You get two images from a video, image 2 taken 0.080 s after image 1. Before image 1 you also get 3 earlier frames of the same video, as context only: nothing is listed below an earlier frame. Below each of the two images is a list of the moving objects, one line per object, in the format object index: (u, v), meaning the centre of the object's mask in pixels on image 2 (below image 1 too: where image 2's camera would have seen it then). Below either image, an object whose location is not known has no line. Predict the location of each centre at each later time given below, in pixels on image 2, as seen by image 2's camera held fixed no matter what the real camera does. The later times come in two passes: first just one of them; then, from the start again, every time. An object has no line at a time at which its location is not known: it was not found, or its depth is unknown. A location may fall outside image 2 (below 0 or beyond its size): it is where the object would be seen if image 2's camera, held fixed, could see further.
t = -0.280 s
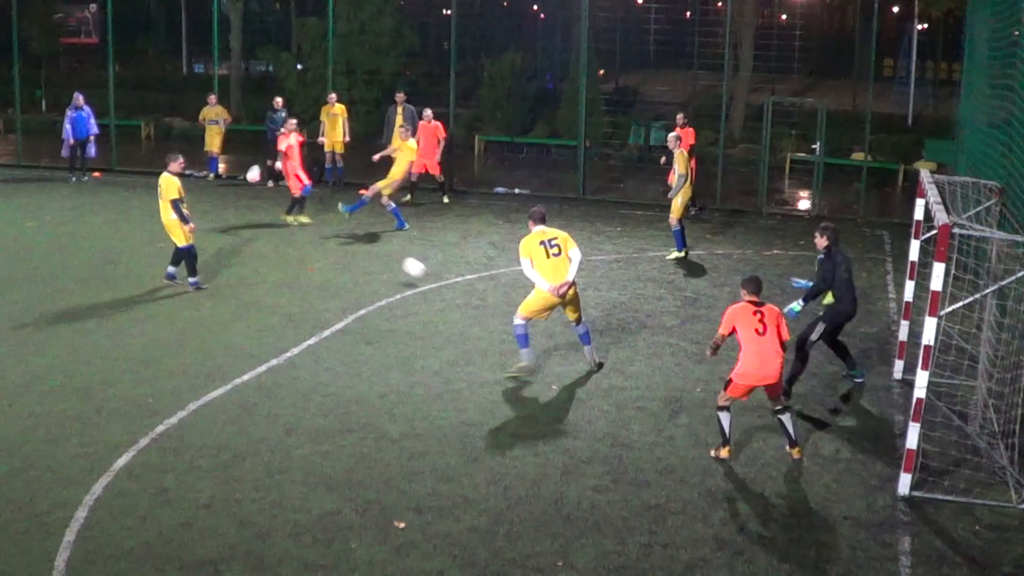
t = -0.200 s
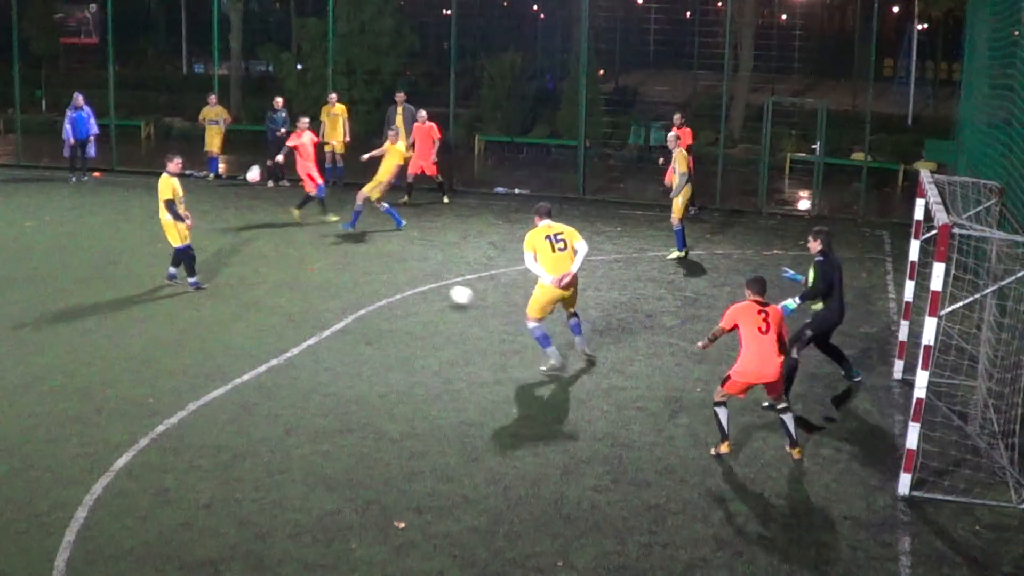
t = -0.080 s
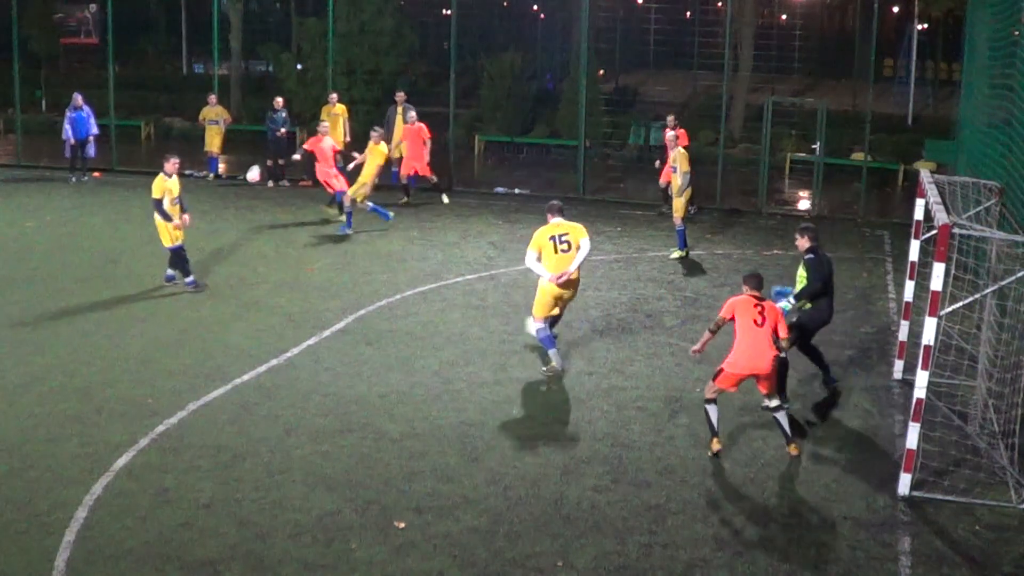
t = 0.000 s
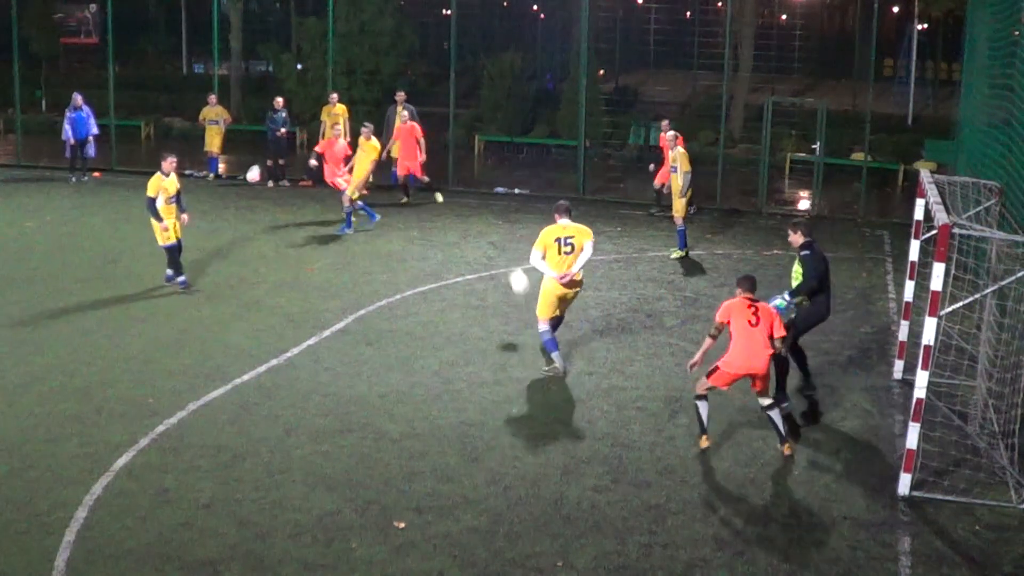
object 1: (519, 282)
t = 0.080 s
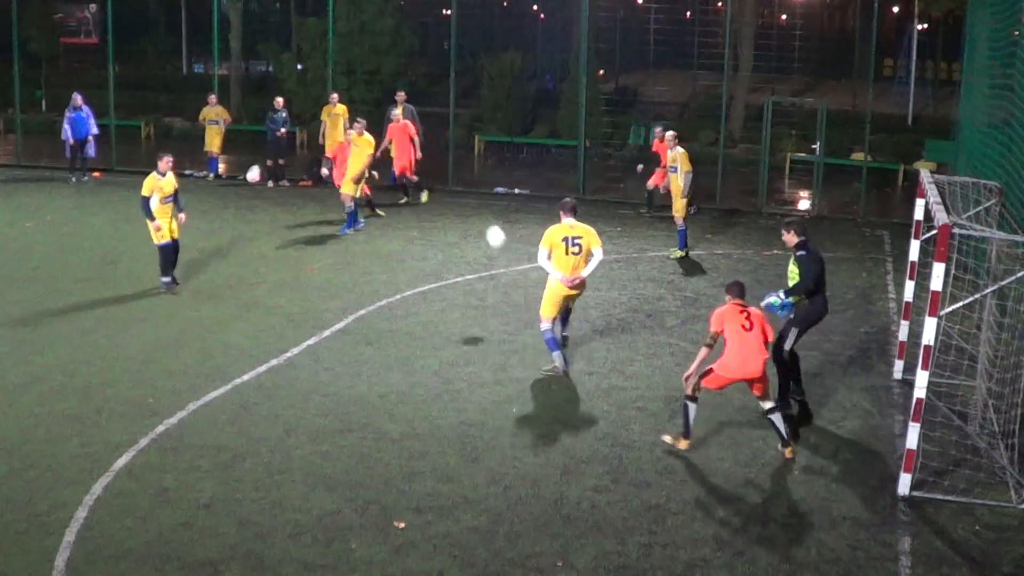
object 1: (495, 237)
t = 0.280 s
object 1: (444, 161)
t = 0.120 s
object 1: (484, 218)
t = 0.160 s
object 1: (474, 202)
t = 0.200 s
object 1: (464, 186)
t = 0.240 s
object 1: (454, 173)
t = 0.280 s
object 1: (444, 161)
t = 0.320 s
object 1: (435, 151)
